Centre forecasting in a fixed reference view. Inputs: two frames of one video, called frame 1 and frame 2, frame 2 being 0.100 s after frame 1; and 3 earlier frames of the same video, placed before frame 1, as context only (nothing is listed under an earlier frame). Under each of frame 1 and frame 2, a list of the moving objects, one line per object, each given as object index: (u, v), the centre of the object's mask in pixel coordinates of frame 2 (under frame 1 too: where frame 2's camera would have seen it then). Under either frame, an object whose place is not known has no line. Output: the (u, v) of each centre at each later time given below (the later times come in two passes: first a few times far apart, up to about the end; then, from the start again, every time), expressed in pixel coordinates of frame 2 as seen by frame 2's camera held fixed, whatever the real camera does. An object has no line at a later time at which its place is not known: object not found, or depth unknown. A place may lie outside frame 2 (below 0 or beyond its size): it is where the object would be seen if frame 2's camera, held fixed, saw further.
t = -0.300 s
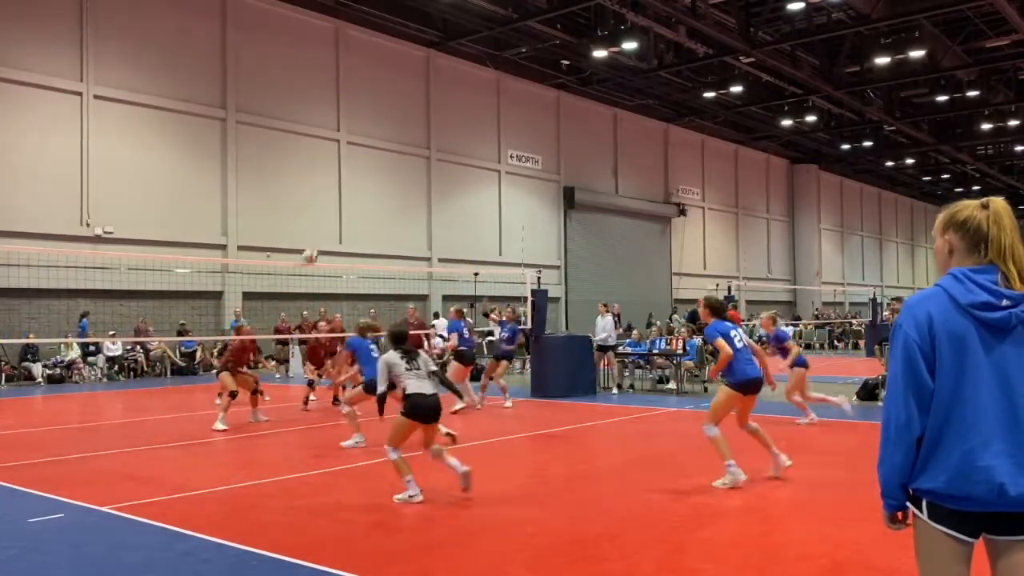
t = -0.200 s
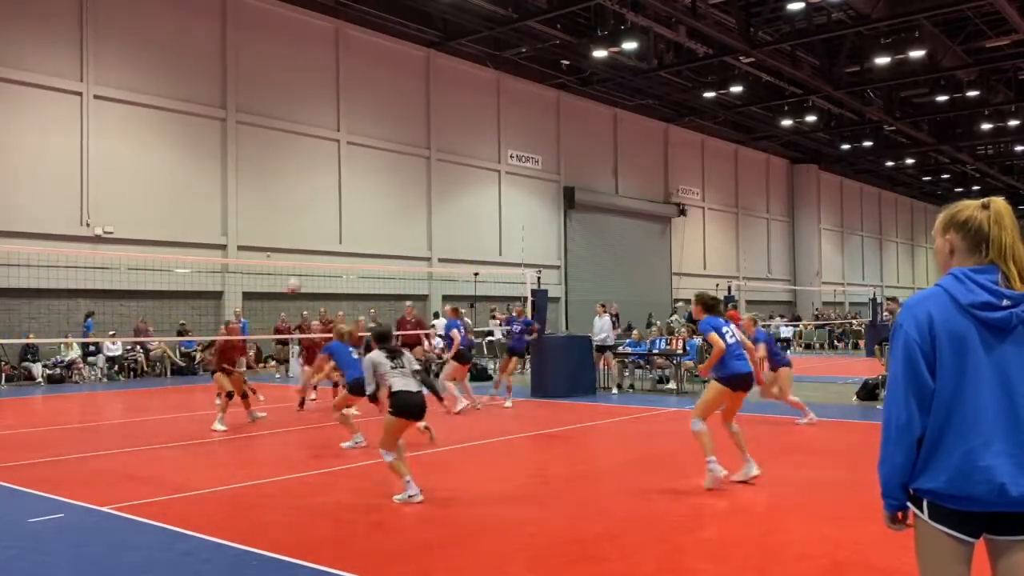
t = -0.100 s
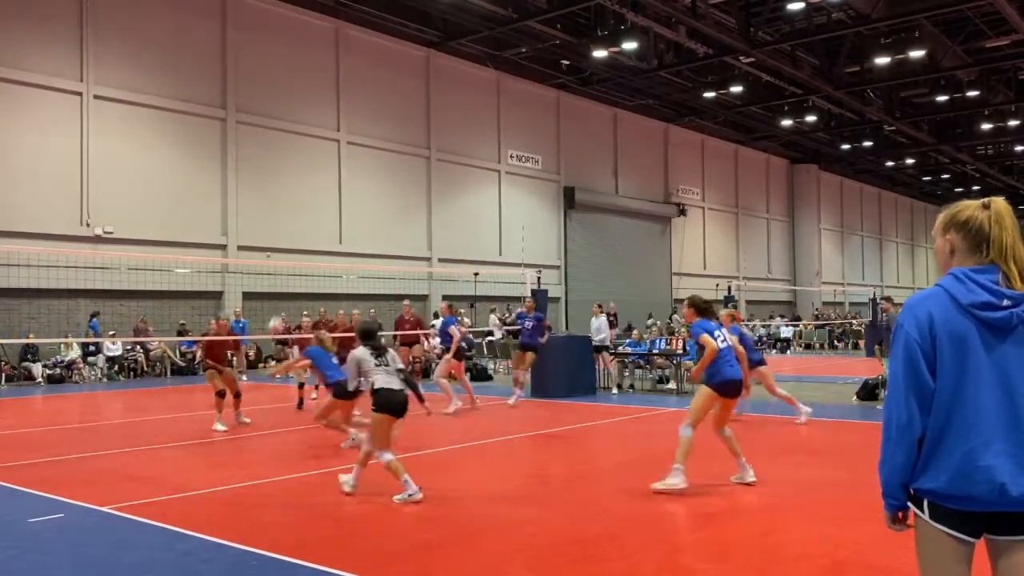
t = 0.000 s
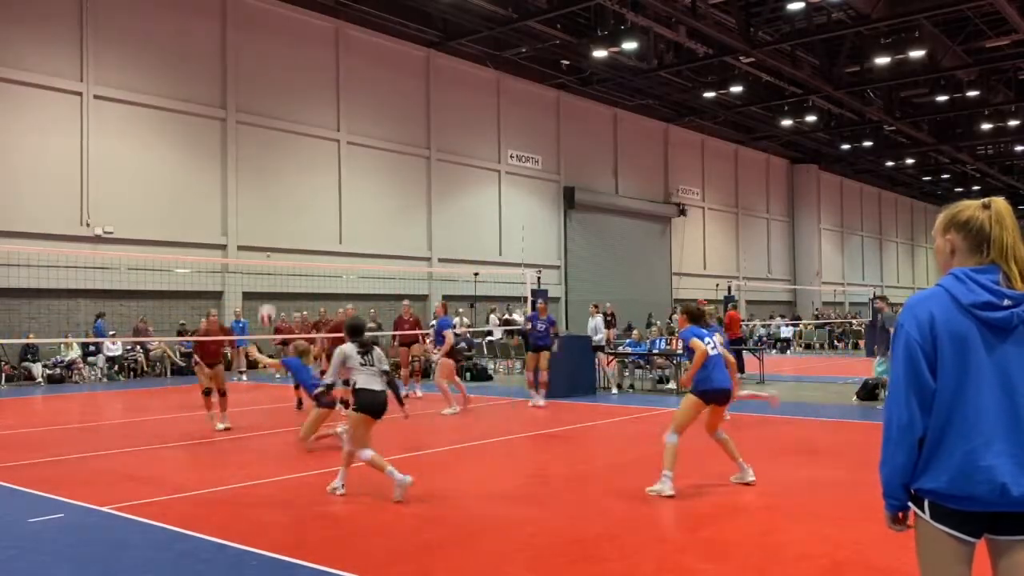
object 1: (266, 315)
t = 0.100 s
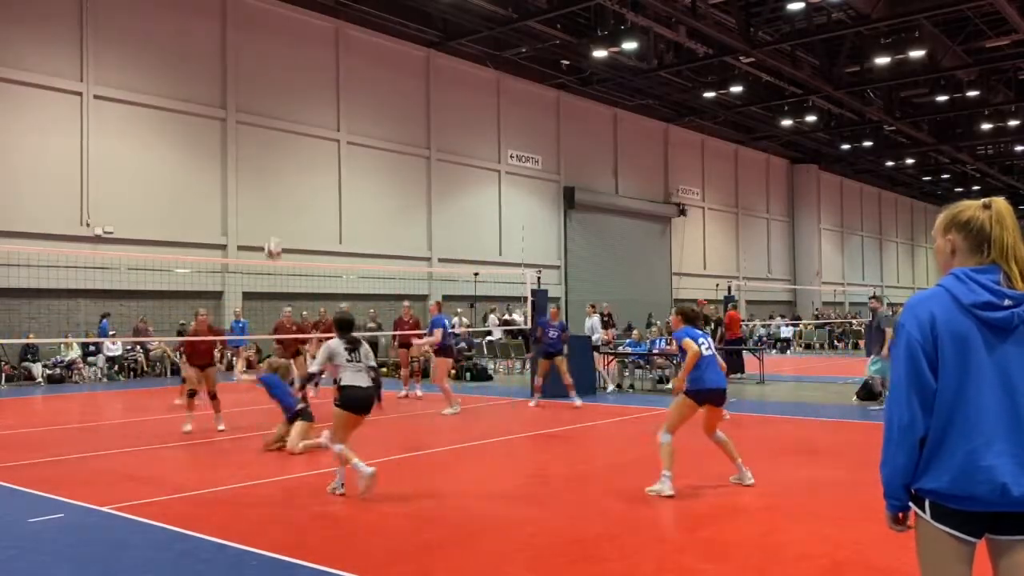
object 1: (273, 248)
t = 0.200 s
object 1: (279, 191)
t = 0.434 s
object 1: (296, 93)
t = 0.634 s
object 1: (311, 44)
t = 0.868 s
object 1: (330, 31)
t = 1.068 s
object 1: (347, 54)
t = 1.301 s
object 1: (367, 126)
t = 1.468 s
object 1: (382, 207)
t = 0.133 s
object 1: (276, 229)
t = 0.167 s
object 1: (277, 210)
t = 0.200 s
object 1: (279, 191)
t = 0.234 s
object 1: (281, 174)
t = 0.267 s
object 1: (284, 159)
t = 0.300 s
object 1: (286, 143)
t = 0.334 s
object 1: (288, 130)
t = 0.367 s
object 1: (290, 116)
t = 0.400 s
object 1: (293, 104)
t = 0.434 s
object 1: (296, 93)
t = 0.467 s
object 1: (298, 82)
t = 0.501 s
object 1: (301, 73)
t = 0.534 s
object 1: (303, 64)
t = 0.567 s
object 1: (306, 57)
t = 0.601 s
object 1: (309, 50)
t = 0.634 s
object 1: (311, 44)
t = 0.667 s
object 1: (314, 40)
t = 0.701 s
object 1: (316, 36)
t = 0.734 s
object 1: (320, 34)
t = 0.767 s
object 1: (322, 32)
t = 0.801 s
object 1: (325, 30)
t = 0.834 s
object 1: (328, 31)
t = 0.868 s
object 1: (330, 31)
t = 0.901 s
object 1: (333, 33)
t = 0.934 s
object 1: (336, 36)
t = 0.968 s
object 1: (339, 40)
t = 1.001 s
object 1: (341, 43)
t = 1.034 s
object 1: (344, 45)
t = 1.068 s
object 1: (347, 54)
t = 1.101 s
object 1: (350, 62)
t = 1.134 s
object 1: (353, 71)
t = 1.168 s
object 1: (355, 81)
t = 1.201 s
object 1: (359, 91)
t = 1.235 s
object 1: (361, 101)
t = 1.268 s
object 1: (364, 113)
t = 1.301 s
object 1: (367, 126)
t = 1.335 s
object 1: (370, 140)
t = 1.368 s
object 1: (374, 157)
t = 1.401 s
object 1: (377, 172)
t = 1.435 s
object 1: (378, 189)
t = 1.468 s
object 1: (382, 207)
